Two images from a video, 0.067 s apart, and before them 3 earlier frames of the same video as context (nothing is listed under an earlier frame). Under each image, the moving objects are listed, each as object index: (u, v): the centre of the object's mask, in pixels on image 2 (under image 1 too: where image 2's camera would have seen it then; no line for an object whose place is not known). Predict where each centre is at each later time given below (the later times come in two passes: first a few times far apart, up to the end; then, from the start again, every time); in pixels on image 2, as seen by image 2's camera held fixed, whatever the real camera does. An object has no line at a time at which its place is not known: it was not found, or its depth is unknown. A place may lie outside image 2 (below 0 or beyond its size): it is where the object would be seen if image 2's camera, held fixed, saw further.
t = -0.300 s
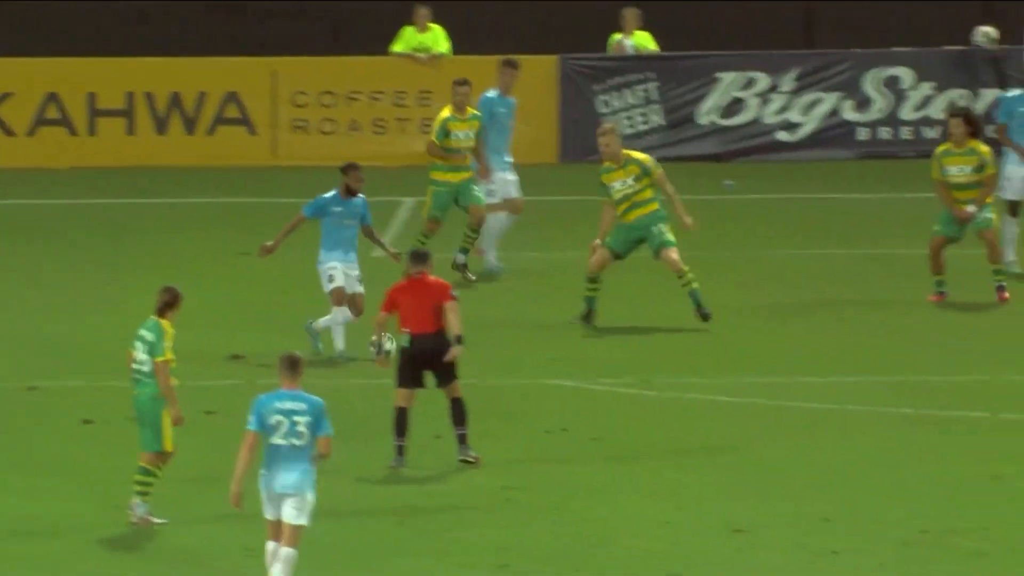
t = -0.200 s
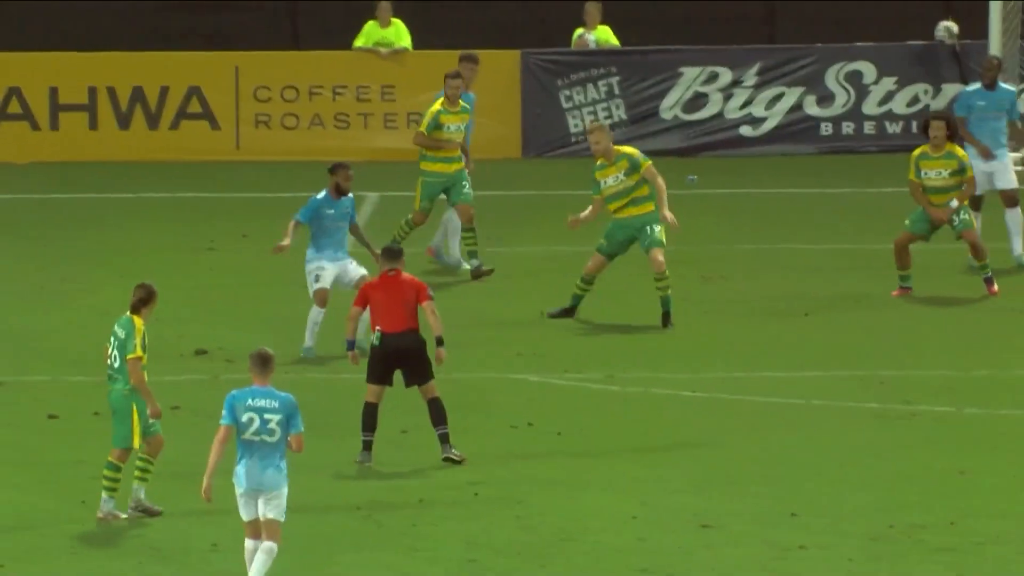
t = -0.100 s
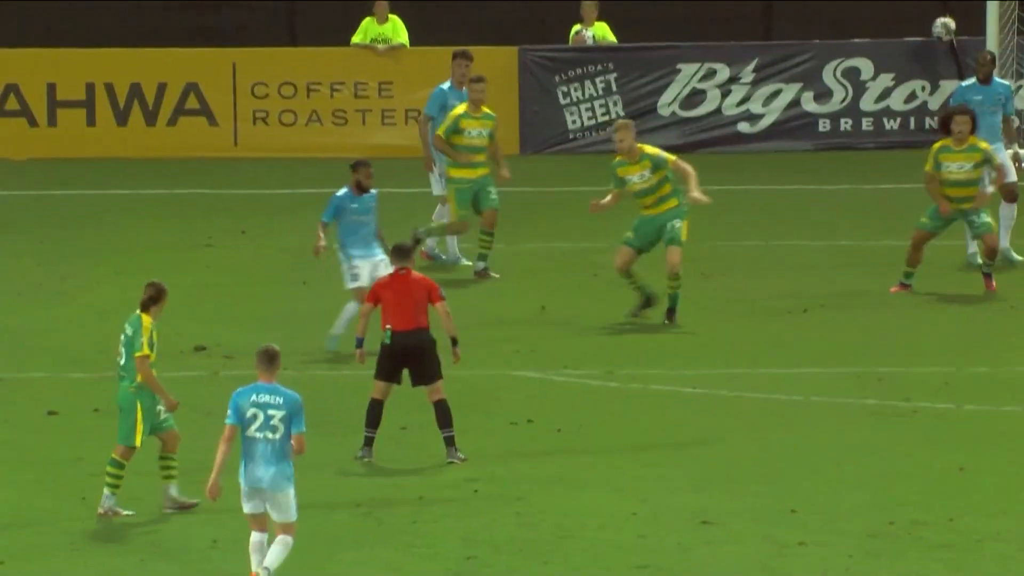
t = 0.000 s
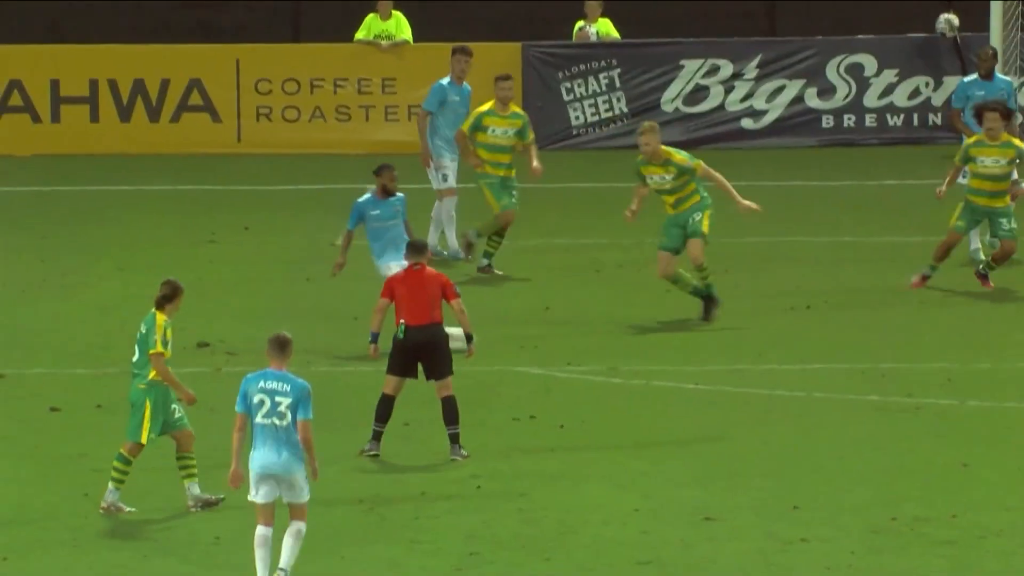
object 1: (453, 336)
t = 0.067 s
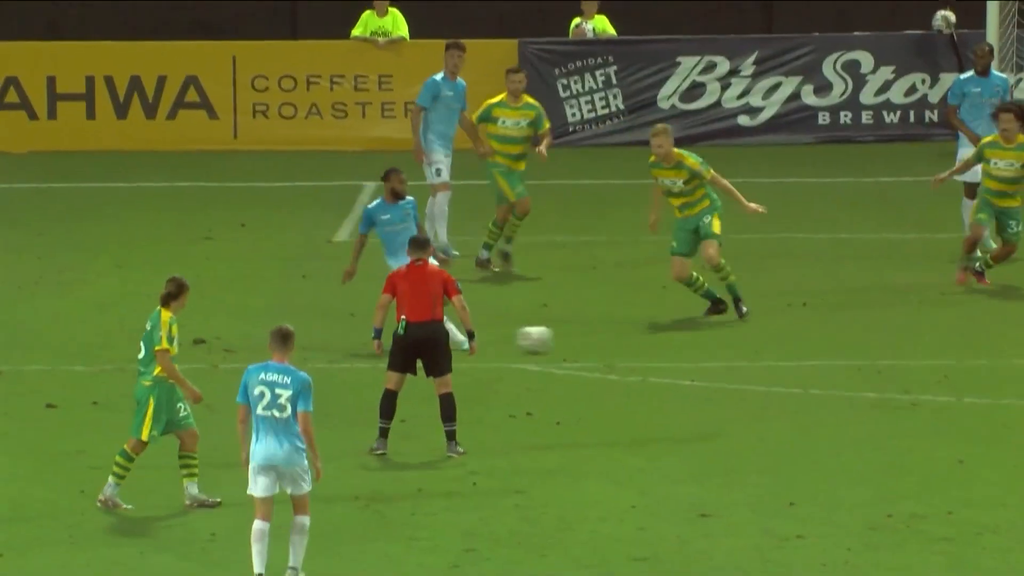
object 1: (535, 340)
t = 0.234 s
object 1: (729, 348)
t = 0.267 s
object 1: (764, 349)
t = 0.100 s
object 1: (574, 342)
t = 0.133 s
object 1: (615, 344)
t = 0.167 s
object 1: (655, 346)
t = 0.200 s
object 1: (693, 349)
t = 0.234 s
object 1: (729, 348)
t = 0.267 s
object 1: (764, 349)
